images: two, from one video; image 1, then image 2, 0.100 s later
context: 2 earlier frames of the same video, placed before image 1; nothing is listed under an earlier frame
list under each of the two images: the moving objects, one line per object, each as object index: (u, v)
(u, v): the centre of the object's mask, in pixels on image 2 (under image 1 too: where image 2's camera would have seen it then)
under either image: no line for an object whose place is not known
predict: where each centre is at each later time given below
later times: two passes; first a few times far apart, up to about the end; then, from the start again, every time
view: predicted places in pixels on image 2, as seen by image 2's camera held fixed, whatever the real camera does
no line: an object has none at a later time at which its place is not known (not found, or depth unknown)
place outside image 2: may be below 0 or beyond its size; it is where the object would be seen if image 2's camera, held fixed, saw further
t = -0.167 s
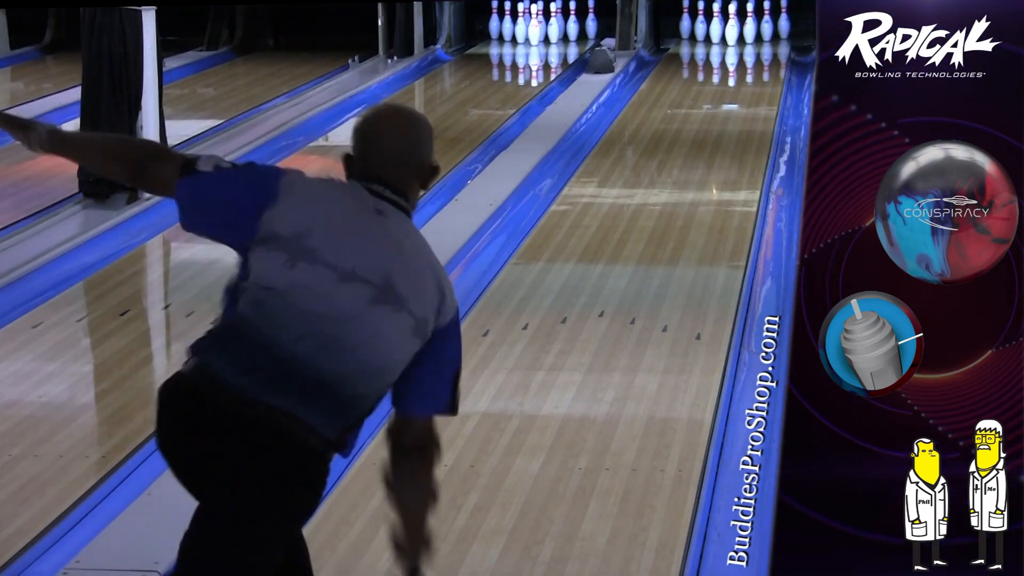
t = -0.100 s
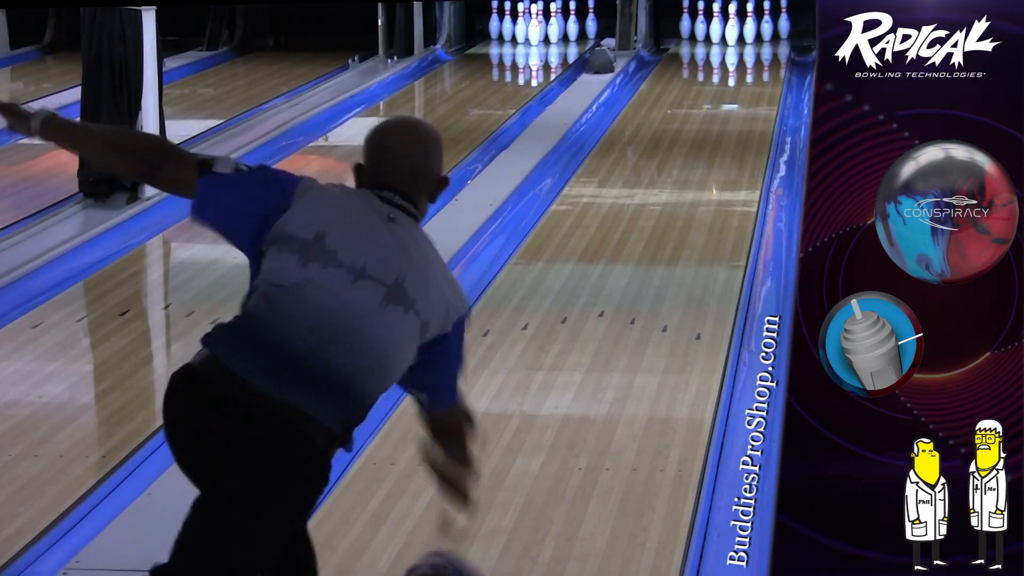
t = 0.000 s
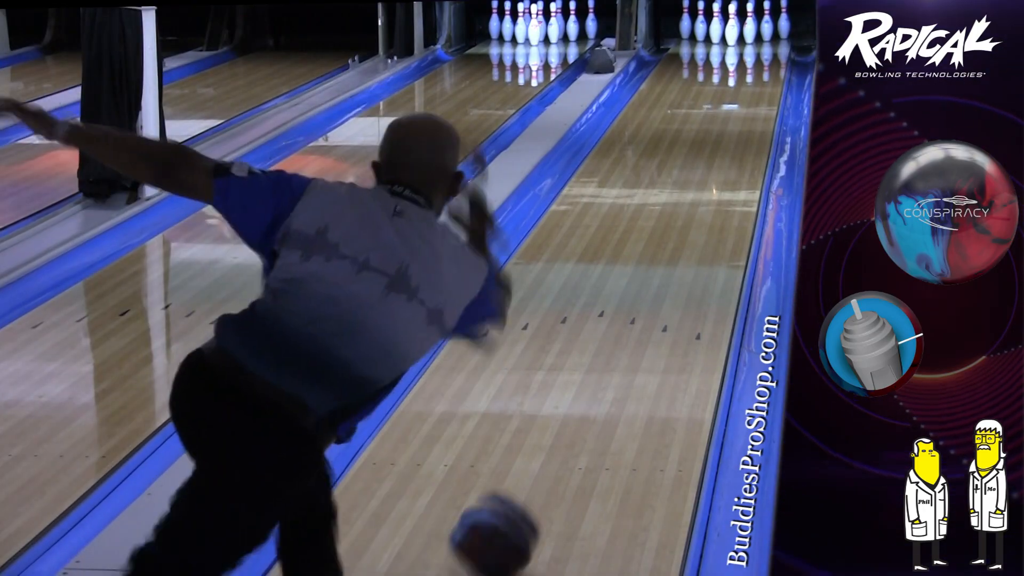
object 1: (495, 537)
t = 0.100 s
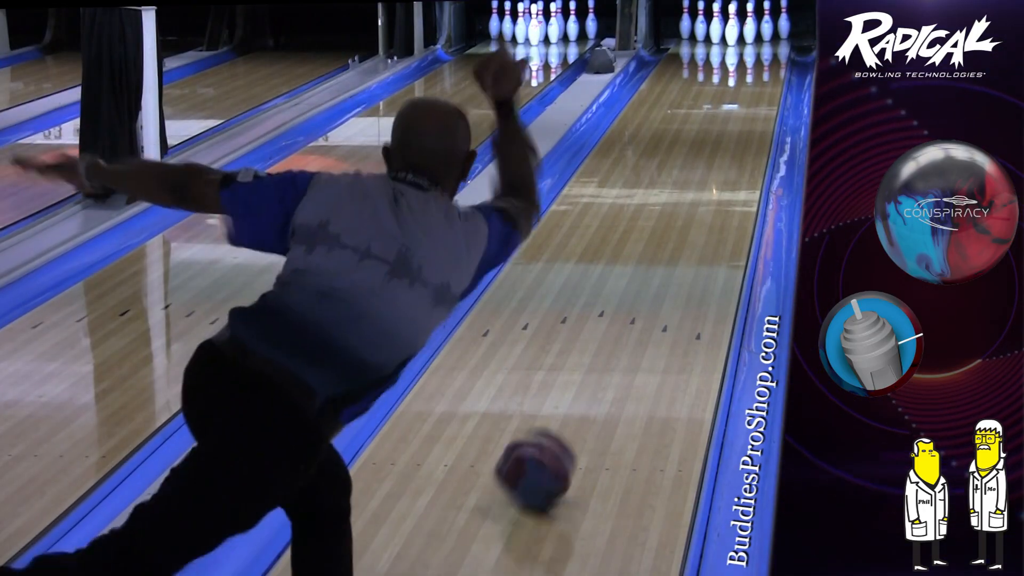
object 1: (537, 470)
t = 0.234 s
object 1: (580, 397)
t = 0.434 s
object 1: (630, 311)
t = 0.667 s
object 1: (670, 240)
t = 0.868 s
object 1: (695, 196)
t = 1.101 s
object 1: (717, 154)
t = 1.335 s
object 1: (734, 120)
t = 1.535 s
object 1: (745, 96)
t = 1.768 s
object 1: (752, 74)
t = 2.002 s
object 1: (751, 57)
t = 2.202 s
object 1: (746, 45)
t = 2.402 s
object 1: (738, 35)
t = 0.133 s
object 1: (549, 450)
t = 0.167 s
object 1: (559, 432)
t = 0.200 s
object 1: (570, 413)
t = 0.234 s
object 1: (580, 397)
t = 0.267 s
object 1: (590, 380)
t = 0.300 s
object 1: (598, 366)
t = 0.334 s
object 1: (608, 349)
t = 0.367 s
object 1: (613, 339)
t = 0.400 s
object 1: (621, 325)
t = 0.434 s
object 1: (630, 311)
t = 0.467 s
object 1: (635, 302)
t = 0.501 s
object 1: (641, 291)
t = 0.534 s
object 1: (649, 278)
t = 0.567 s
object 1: (653, 270)
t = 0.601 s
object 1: (657, 261)
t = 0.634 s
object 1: (664, 251)
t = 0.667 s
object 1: (670, 240)
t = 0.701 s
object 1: (674, 233)
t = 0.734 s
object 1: (677, 226)
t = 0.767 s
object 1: (682, 219)
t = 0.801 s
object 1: (688, 209)
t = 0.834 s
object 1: (692, 202)
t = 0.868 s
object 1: (695, 196)
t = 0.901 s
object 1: (697, 190)
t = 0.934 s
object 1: (700, 184)
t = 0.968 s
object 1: (705, 176)
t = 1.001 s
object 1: (709, 170)
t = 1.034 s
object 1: (712, 164)
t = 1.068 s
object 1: (714, 158)
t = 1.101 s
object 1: (717, 154)
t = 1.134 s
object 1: (719, 149)
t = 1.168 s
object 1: (722, 144)
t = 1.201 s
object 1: (725, 138)
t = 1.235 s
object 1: (728, 133)
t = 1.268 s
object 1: (730, 128)
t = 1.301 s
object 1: (732, 123)
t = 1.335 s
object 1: (734, 120)
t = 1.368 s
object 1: (736, 116)
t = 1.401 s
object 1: (738, 112)
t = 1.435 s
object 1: (740, 108)
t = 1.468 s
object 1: (742, 103)
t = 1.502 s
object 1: (744, 100)
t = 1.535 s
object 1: (745, 96)
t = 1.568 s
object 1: (747, 93)
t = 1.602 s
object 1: (748, 89)
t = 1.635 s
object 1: (749, 86)
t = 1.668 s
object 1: (750, 83)
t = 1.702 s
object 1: (751, 80)
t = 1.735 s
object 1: (751, 77)
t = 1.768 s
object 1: (752, 74)
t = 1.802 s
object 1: (751, 71)
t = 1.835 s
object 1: (752, 69)
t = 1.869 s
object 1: (752, 66)
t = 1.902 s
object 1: (752, 64)
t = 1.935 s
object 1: (752, 61)
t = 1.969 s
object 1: (752, 59)
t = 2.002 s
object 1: (751, 57)
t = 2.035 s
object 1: (751, 55)
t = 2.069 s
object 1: (750, 52)
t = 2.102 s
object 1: (750, 51)
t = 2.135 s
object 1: (749, 49)
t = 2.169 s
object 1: (747, 46)
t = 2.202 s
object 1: (746, 45)
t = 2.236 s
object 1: (745, 43)
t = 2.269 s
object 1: (744, 41)
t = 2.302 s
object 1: (742, 40)
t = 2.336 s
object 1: (741, 38)
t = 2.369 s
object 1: (739, 37)
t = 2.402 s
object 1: (738, 35)
